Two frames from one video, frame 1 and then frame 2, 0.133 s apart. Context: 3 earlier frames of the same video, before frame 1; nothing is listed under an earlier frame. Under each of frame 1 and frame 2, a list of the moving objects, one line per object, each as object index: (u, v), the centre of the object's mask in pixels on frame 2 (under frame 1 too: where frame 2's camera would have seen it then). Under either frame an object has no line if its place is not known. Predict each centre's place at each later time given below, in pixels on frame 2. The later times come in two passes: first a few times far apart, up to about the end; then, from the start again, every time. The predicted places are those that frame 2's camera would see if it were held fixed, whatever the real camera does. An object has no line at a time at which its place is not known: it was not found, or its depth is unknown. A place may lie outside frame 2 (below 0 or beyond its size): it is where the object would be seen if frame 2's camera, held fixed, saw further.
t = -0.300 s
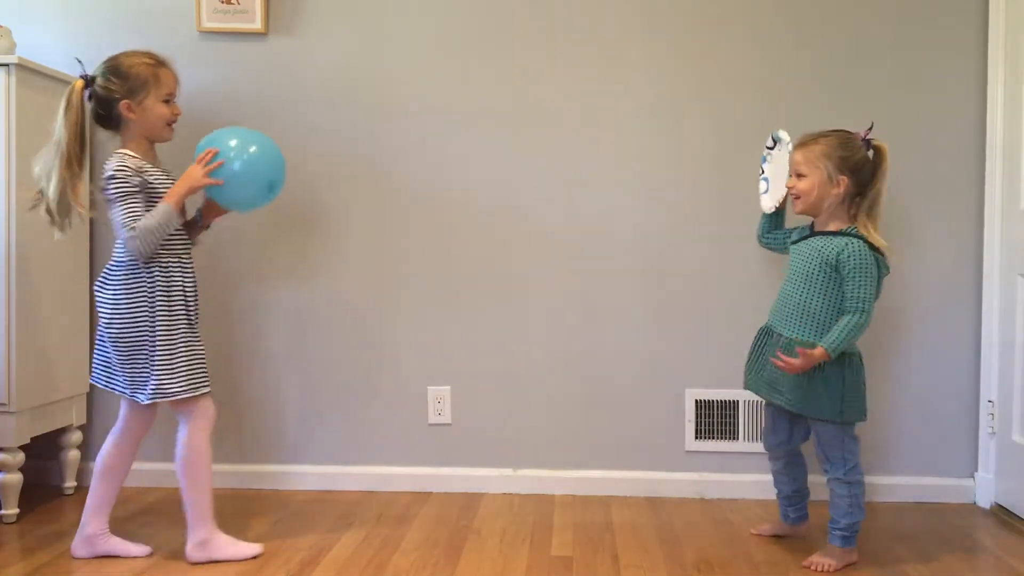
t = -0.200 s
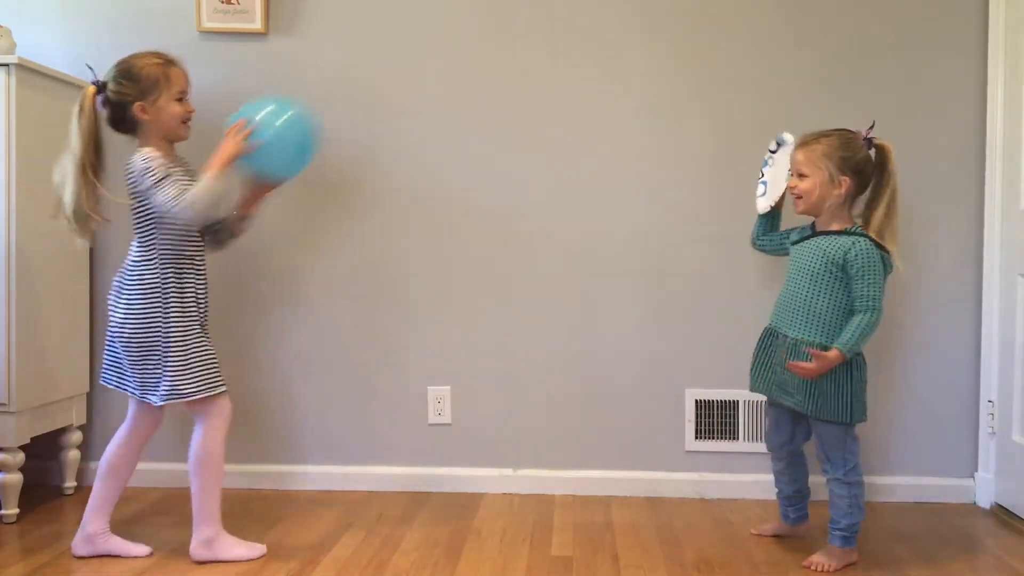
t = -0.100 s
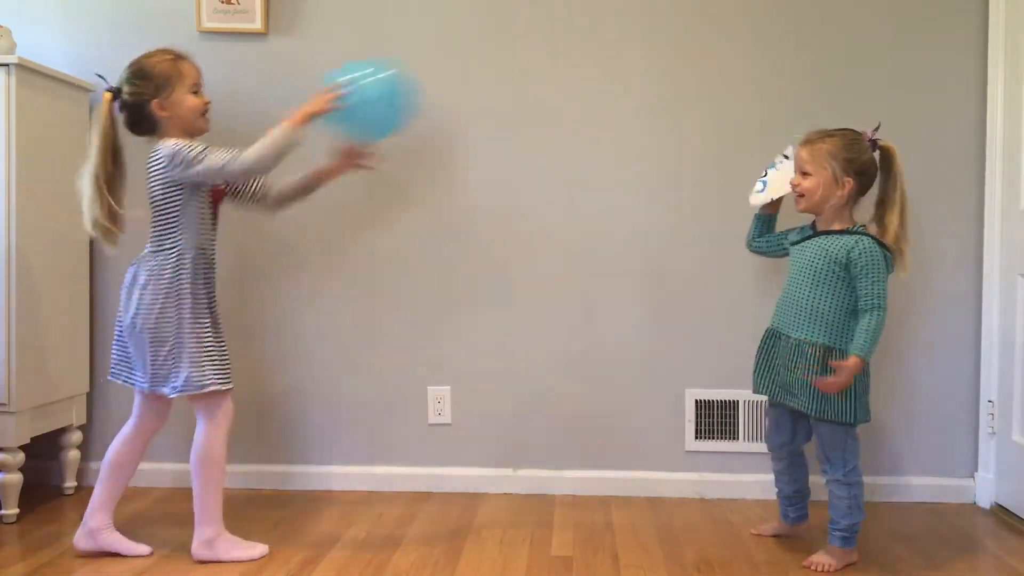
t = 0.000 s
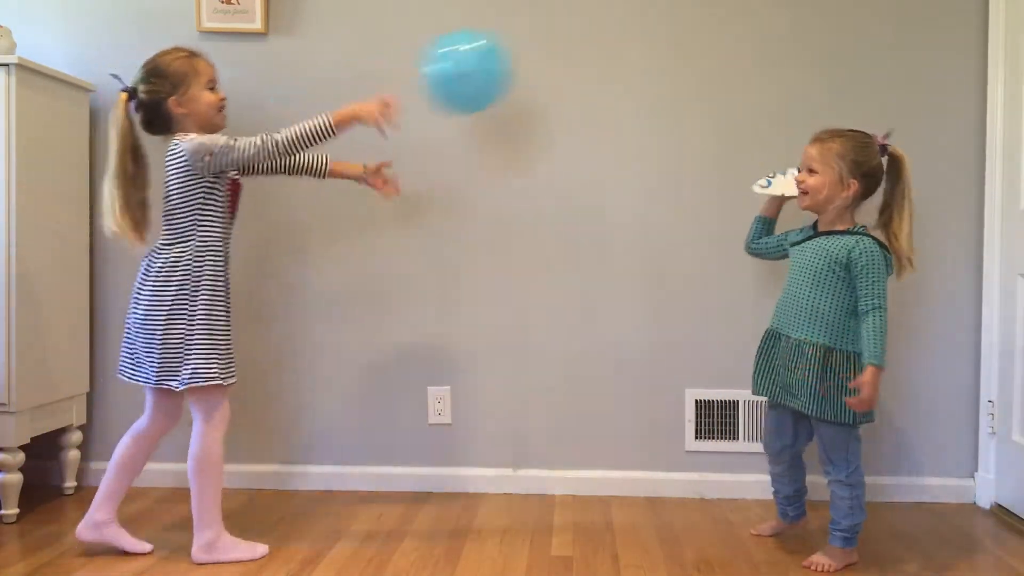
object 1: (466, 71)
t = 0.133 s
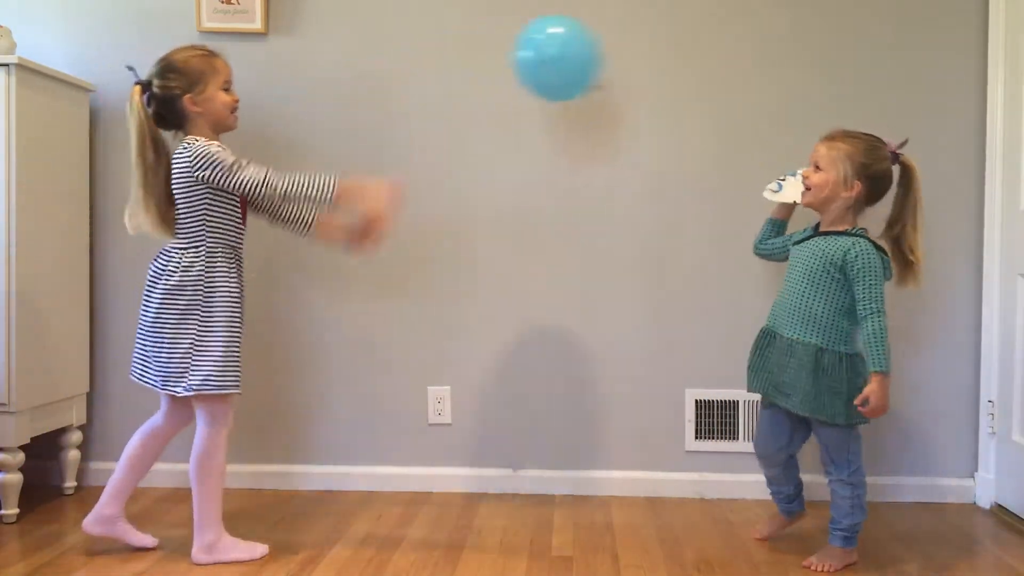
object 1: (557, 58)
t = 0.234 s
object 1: (608, 63)
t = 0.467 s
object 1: (688, 88)
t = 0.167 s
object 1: (576, 59)
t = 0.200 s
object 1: (593, 61)
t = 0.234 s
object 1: (608, 63)
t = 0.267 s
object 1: (623, 65)
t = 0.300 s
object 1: (637, 68)
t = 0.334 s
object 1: (649, 72)
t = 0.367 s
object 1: (661, 76)
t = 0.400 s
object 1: (670, 80)
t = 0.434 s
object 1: (679, 83)
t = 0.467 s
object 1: (688, 88)
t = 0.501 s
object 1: (696, 94)
